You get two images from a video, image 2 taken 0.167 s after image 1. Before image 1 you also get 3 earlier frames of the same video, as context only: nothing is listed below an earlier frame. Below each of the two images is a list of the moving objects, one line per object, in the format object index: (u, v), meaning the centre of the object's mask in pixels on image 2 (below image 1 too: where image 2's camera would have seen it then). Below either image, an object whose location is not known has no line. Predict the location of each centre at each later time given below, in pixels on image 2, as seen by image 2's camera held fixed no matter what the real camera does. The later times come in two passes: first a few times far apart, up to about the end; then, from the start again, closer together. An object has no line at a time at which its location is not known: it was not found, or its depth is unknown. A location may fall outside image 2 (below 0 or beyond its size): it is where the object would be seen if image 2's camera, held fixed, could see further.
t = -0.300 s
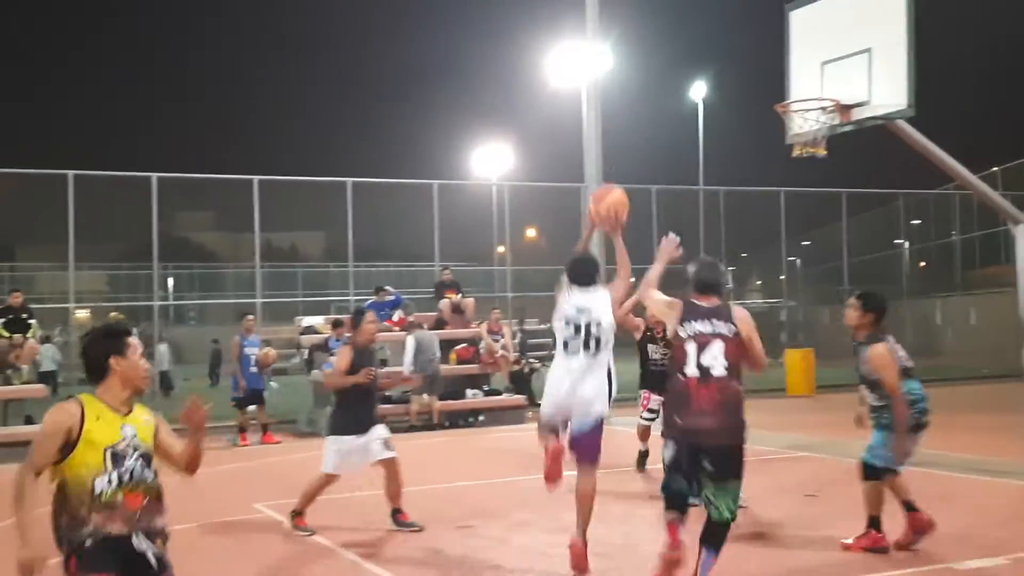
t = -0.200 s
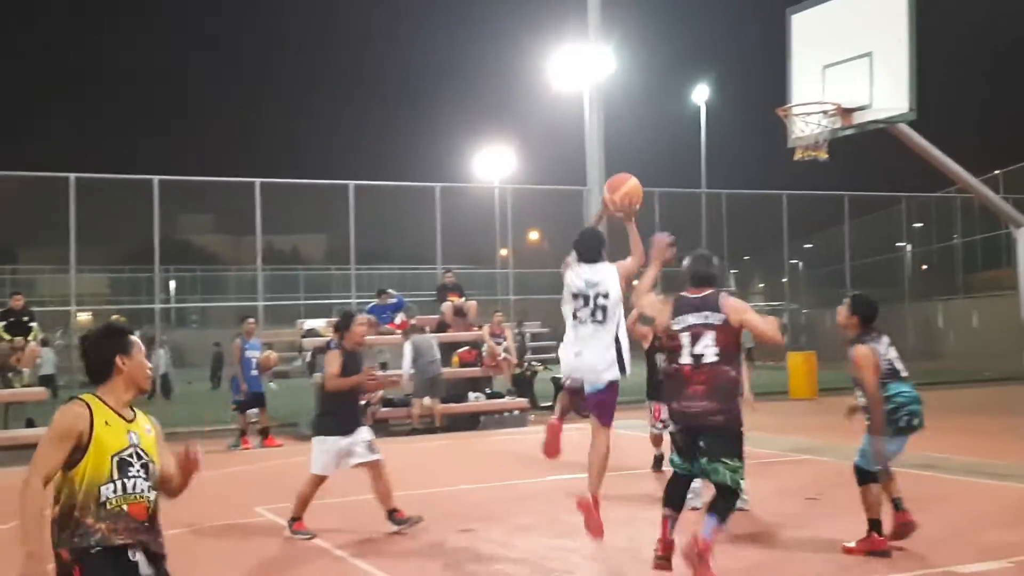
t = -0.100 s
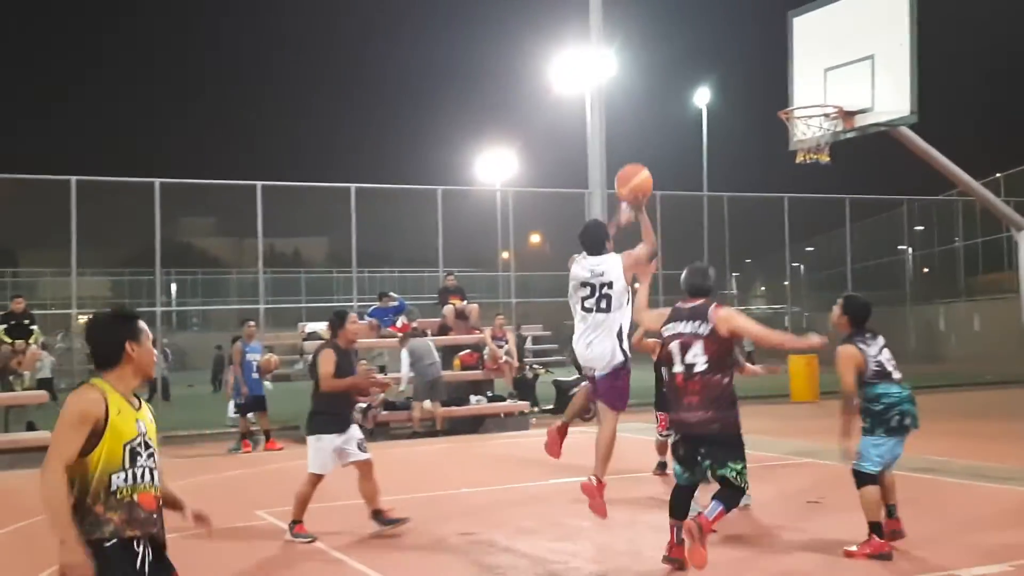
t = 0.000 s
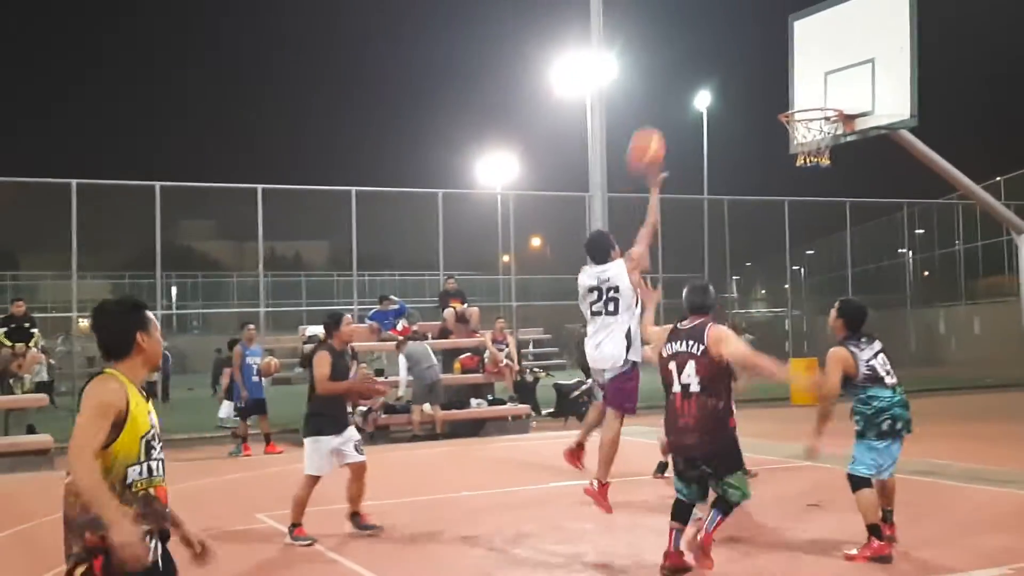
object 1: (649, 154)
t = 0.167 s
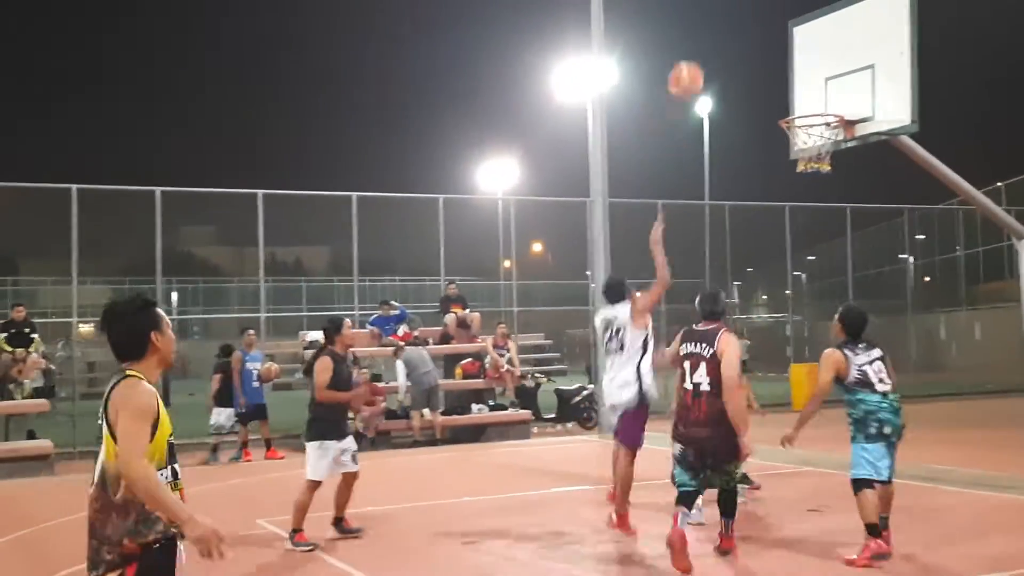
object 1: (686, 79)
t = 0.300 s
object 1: (715, 52)
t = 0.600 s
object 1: (776, 74)
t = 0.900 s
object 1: (825, 169)
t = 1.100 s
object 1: (851, 254)
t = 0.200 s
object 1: (693, 70)
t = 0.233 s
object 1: (701, 62)
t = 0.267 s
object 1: (708, 57)
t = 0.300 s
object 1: (715, 52)
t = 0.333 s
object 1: (722, 49)
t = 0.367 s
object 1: (728, 47)
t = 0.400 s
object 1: (735, 47)
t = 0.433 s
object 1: (742, 49)
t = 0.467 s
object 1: (749, 51)
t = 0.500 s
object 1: (756, 54)
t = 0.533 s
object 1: (762, 59)
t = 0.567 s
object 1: (769, 66)
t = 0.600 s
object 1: (776, 74)
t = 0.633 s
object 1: (781, 82)
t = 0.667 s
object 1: (787, 92)
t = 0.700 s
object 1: (793, 103)
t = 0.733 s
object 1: (799, 116)
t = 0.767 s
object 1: (806, 129)
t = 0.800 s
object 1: (813, 141)
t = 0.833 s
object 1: (819, 152)
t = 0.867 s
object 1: (821, 159)
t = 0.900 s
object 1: (825, 169)
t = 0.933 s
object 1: (830, 179)
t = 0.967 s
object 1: (833, 188)
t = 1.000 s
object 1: (838, 204)
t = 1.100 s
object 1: (851, 254)
